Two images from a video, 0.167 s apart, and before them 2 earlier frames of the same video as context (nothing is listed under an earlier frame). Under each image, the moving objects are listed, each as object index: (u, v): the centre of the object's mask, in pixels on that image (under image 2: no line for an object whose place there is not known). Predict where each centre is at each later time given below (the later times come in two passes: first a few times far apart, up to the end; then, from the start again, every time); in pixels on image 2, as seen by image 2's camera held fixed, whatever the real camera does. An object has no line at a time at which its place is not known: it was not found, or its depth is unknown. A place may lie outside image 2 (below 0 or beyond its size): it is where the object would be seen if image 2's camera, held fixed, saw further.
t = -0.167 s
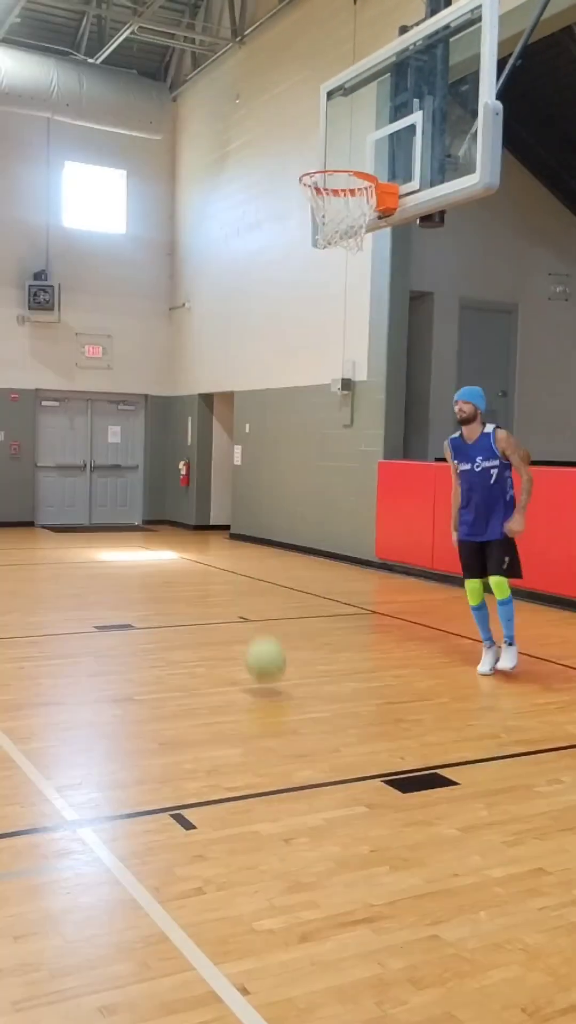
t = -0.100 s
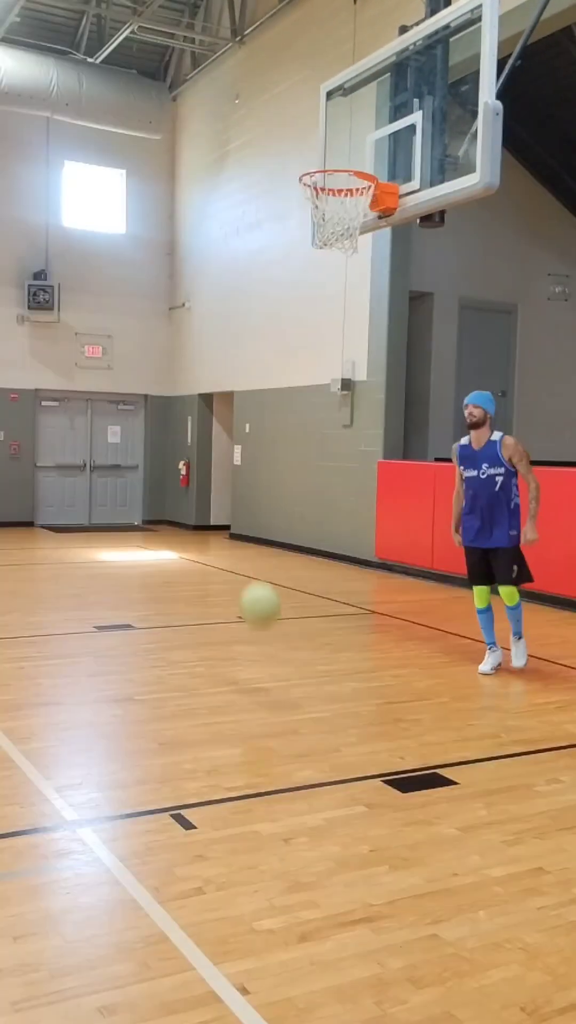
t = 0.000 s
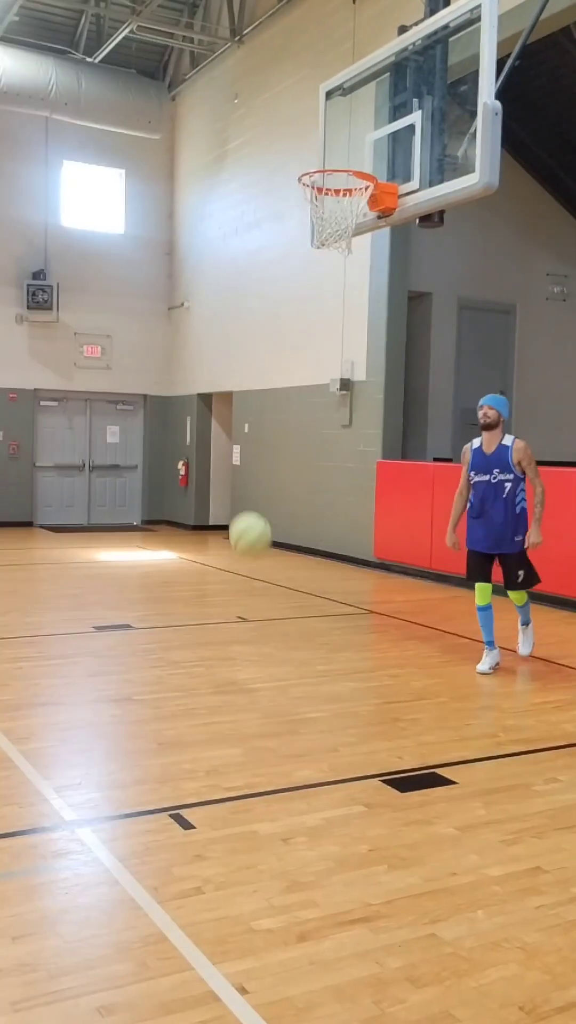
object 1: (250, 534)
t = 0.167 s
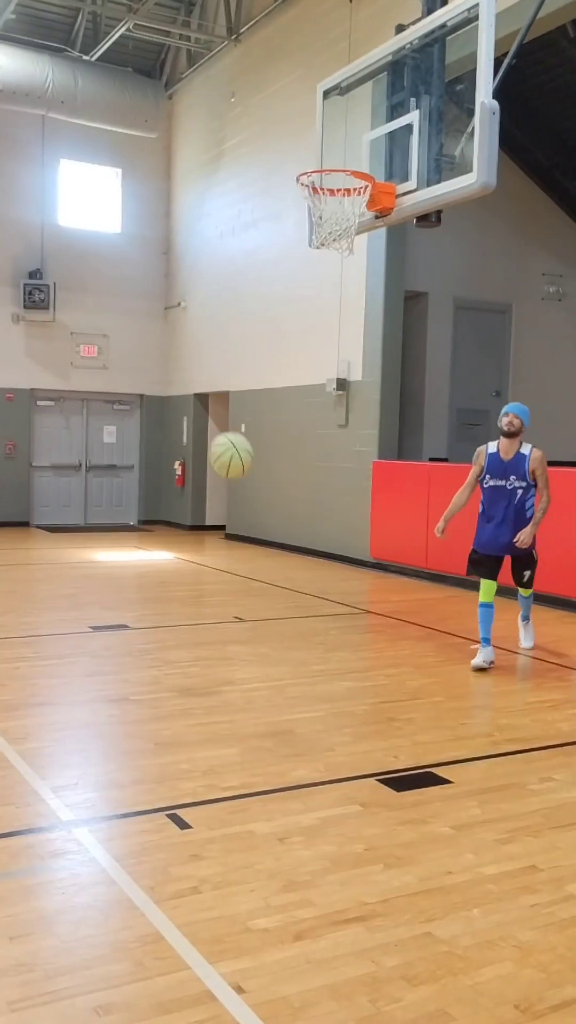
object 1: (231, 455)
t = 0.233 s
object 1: (224, 435)
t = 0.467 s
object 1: (198, 428)
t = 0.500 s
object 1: (193, 435)
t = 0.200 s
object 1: (227, 444)
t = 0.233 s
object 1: (224, 435)
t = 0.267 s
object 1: (221, 428)
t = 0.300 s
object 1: (217, 422)
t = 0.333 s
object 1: (213, 419)
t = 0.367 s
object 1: (209, 418)
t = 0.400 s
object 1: (206, 420)
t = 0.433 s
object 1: (202, 422)
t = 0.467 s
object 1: (198, 428)
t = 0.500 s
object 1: (193, 435)
